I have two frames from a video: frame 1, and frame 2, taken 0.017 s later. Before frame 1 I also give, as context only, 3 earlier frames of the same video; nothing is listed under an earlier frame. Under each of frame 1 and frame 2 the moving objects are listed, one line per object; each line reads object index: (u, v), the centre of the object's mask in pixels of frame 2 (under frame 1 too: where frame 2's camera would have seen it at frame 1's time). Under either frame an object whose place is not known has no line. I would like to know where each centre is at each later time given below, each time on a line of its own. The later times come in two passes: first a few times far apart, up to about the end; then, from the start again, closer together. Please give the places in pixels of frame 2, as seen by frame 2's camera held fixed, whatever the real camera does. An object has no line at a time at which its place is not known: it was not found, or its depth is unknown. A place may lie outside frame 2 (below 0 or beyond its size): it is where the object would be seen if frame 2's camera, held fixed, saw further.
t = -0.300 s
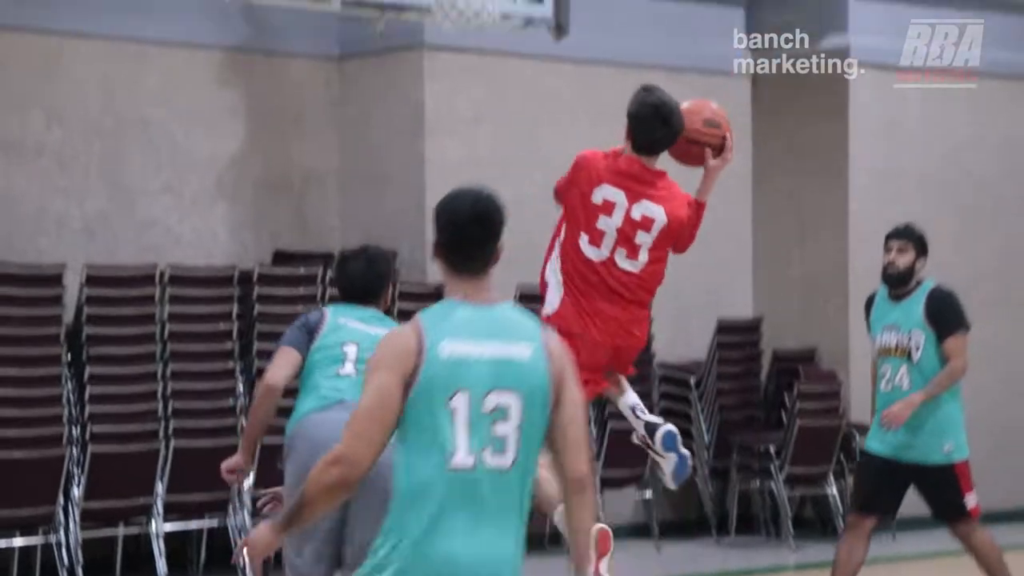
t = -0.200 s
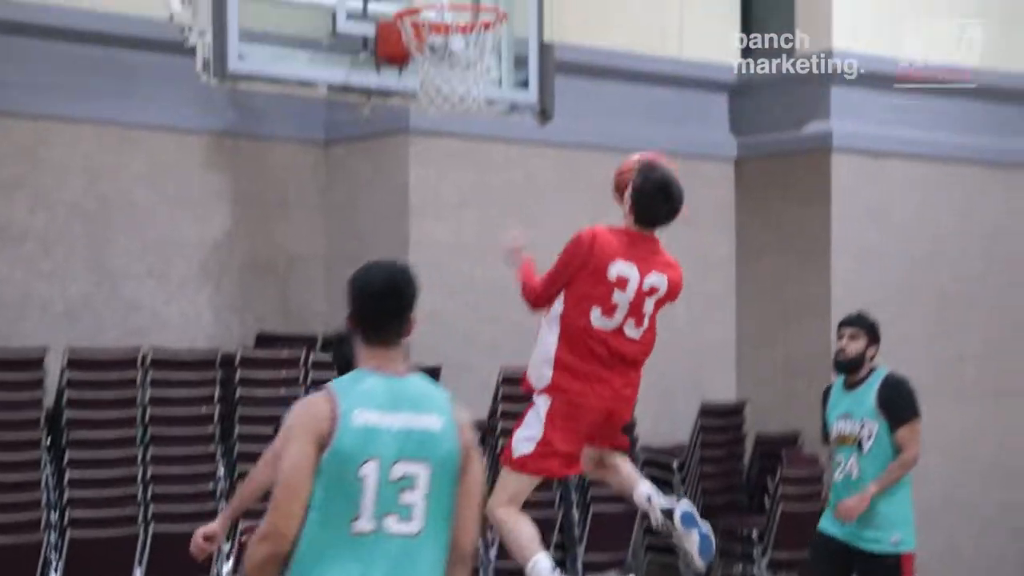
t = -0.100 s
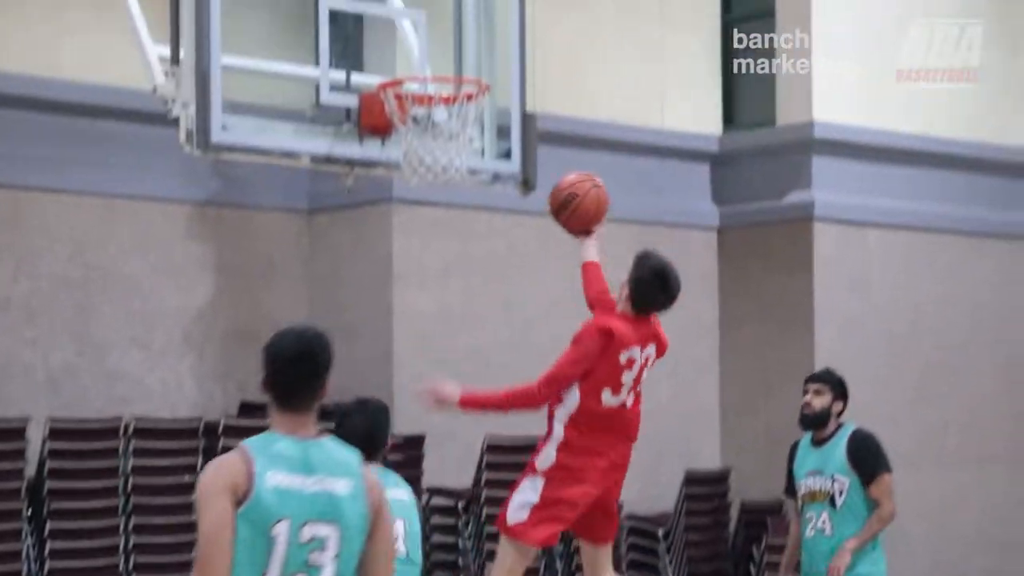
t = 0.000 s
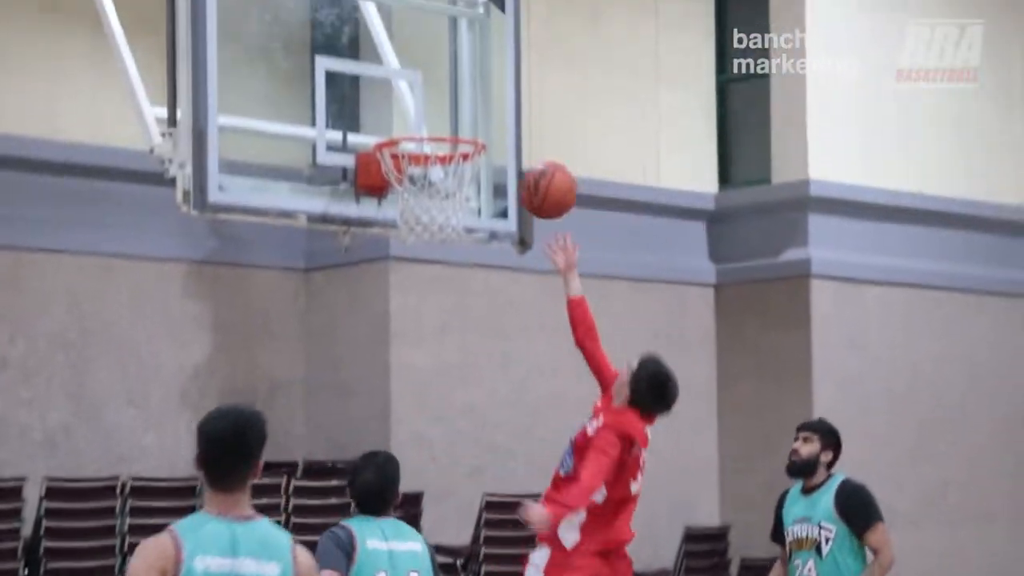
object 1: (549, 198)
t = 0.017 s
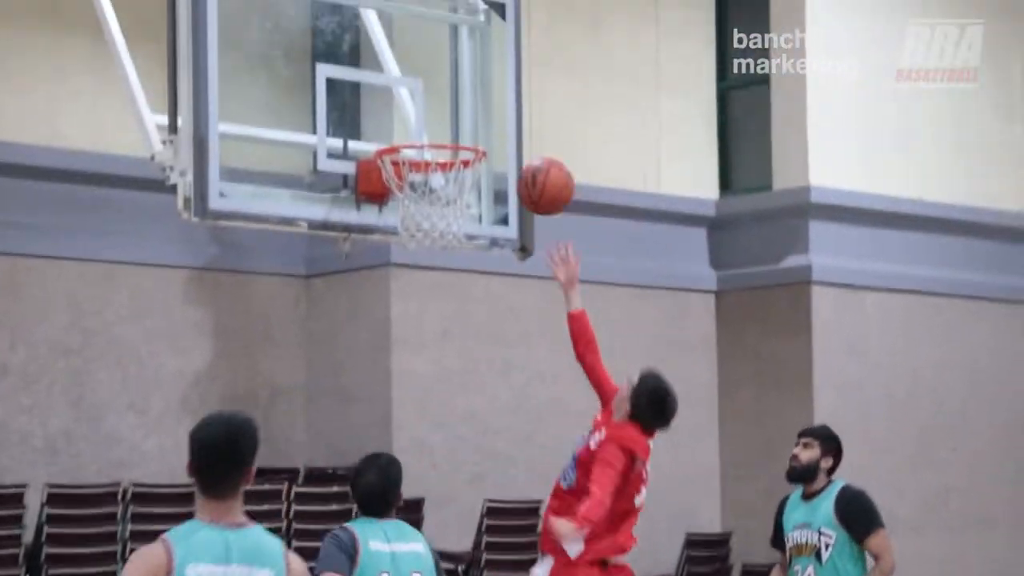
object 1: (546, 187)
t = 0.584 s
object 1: (434, 168)
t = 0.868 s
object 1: (405, 262)
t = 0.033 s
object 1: (542, 176)
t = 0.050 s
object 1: (538, 167)
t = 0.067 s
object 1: (535, 159)
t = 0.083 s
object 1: (531, 151)
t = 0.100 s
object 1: (527, 144)
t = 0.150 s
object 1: (517, 127)
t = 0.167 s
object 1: (513, 123)
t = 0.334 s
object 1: (480, 115)
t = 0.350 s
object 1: (477, 118)
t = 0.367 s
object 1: (473, 121)
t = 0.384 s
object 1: (471, 121)
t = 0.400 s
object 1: (467, 121)
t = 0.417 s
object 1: (464, 123)
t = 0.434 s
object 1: (462, 124)
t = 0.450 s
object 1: (458, 125)
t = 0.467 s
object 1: (456, 127)
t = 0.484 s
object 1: (453, 129)
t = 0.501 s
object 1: (450, 132)
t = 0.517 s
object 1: (448, 148)
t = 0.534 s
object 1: (445, 154)
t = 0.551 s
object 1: (441, 161)
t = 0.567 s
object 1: (436, 166)
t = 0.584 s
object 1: (434, 168)
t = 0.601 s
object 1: (431, 173)
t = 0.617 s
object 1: (428, 178)
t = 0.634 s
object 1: (424, 184)
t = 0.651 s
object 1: (421, 189)
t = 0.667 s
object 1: (417, 196)
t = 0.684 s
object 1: (413, 202)
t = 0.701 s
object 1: (410, 209)
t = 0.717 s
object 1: (409, 212)
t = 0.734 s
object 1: (408, 217)
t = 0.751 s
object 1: (406, 220)
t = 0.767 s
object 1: (405, 226)
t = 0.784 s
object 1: (407, 237)
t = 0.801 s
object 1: (406, 237)
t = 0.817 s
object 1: (406, 244)
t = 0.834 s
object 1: (405, 248)
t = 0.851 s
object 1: (405, 253)
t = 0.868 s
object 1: (405, 262)
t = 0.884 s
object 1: (405, 270)
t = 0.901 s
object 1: (405, 279)
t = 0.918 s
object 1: (405, 288)
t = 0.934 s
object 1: (405, 299)
